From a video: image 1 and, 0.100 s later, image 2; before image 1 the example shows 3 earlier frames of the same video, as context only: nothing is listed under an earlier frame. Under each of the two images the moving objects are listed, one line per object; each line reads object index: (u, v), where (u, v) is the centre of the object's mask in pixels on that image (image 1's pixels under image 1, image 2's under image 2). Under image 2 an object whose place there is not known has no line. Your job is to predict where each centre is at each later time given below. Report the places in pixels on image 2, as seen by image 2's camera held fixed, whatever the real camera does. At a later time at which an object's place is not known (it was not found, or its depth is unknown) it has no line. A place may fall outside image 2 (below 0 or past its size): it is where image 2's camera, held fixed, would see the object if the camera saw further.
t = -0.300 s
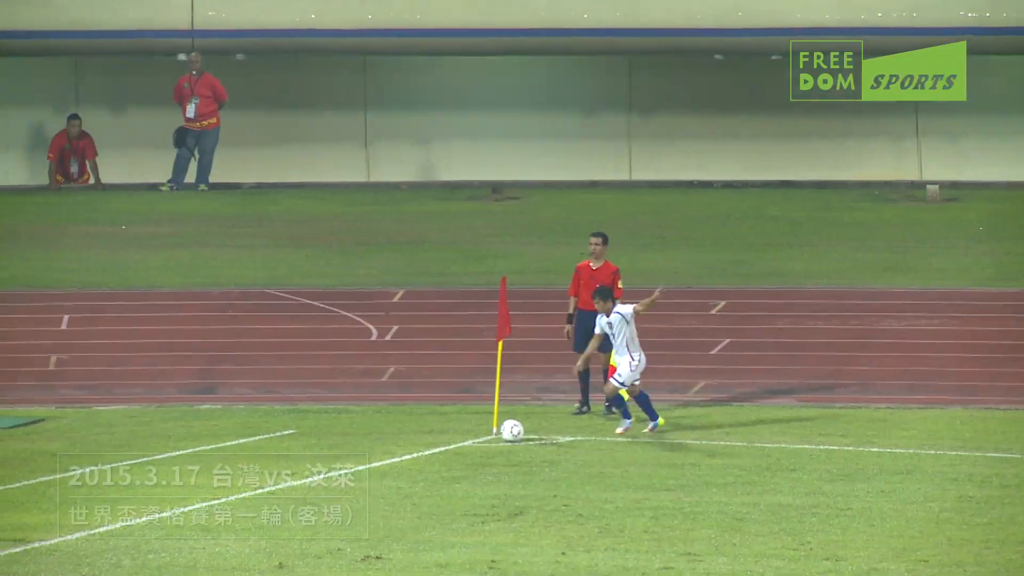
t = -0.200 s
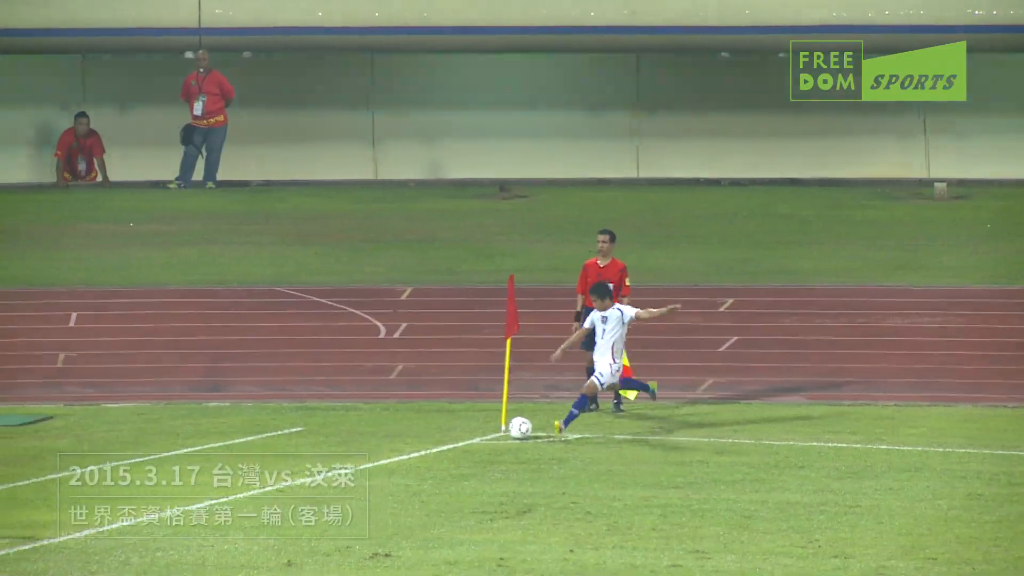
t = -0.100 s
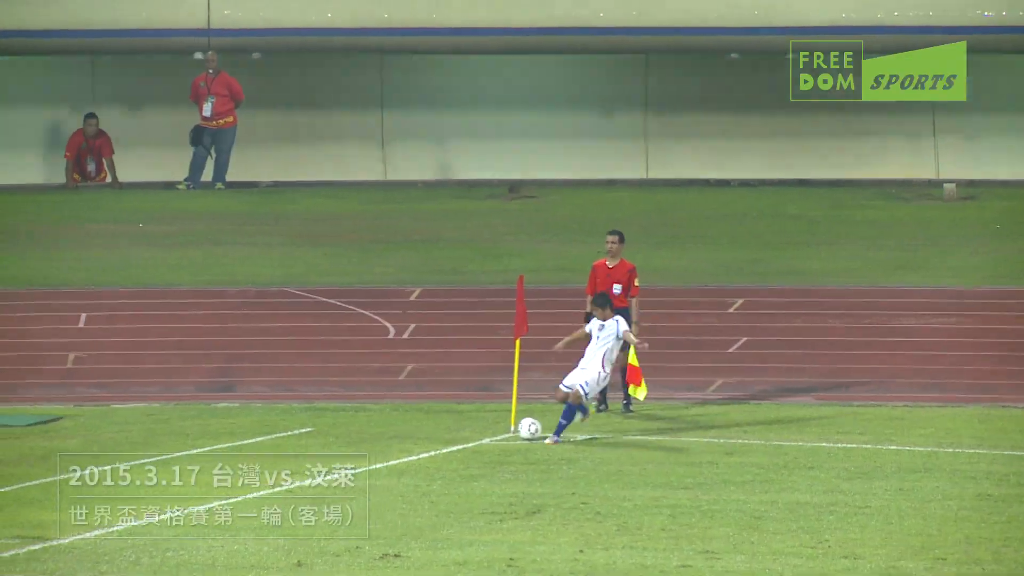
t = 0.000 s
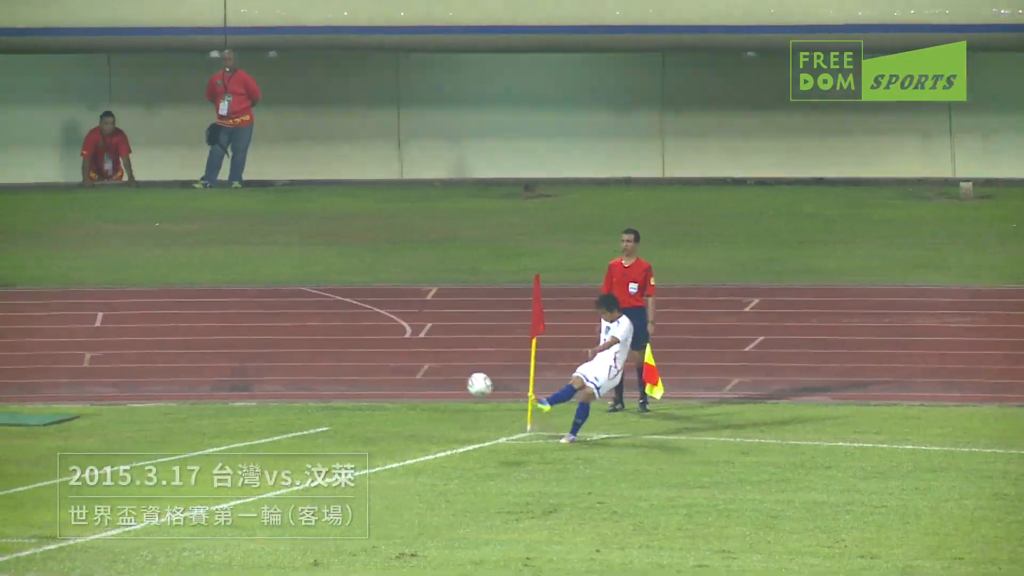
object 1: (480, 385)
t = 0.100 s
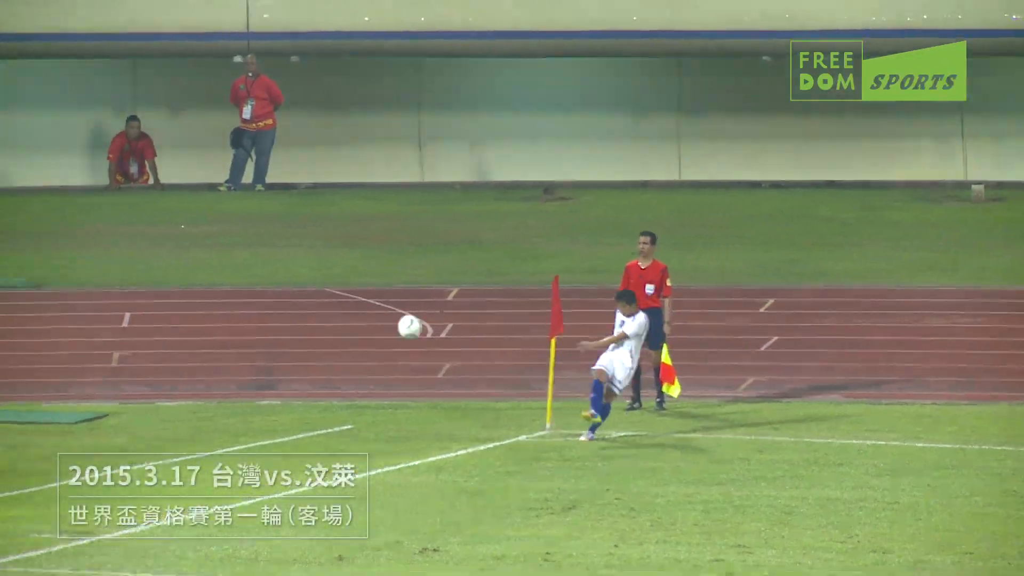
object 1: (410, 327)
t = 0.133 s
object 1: (382, 311)
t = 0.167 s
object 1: (354, 295)
